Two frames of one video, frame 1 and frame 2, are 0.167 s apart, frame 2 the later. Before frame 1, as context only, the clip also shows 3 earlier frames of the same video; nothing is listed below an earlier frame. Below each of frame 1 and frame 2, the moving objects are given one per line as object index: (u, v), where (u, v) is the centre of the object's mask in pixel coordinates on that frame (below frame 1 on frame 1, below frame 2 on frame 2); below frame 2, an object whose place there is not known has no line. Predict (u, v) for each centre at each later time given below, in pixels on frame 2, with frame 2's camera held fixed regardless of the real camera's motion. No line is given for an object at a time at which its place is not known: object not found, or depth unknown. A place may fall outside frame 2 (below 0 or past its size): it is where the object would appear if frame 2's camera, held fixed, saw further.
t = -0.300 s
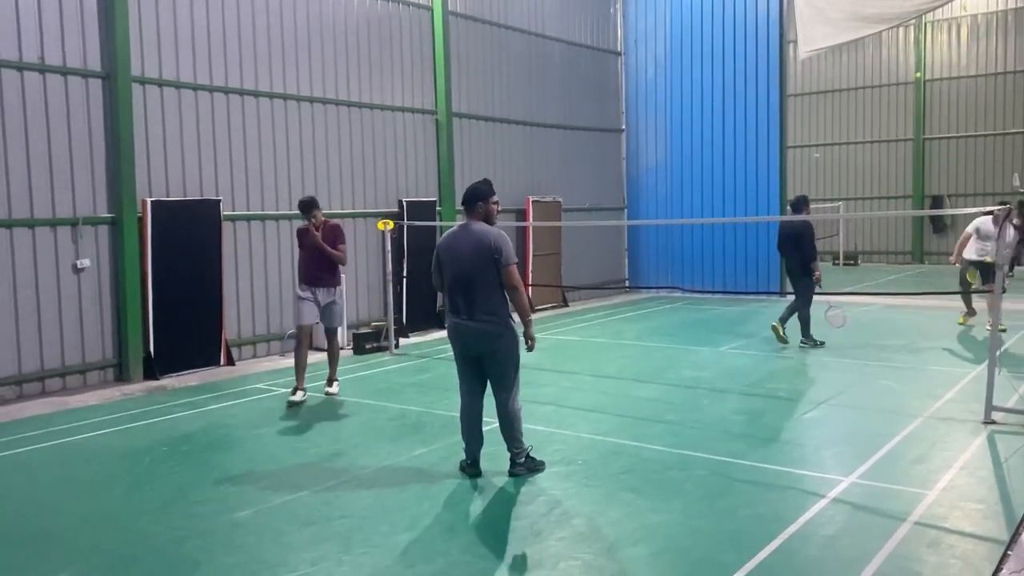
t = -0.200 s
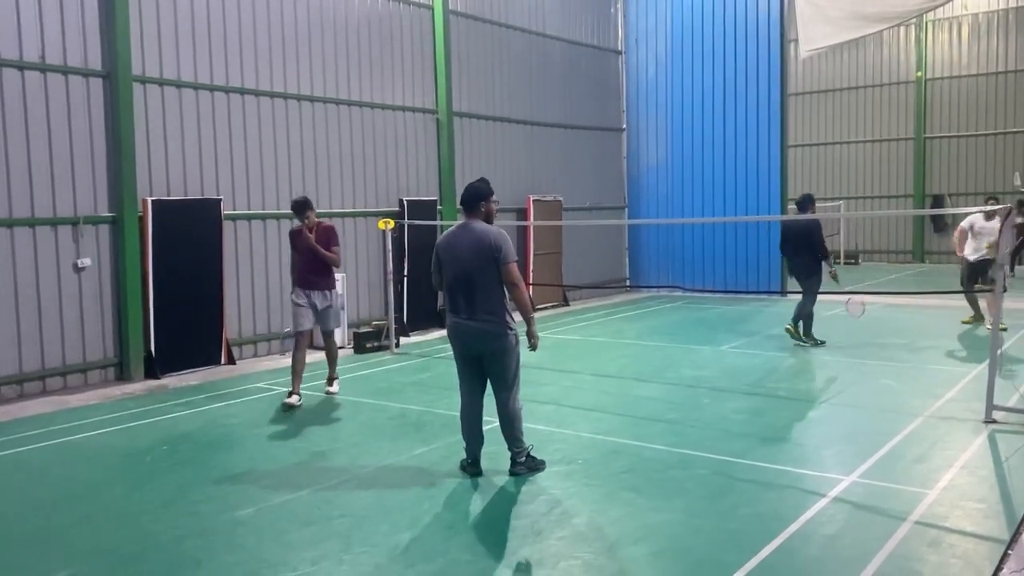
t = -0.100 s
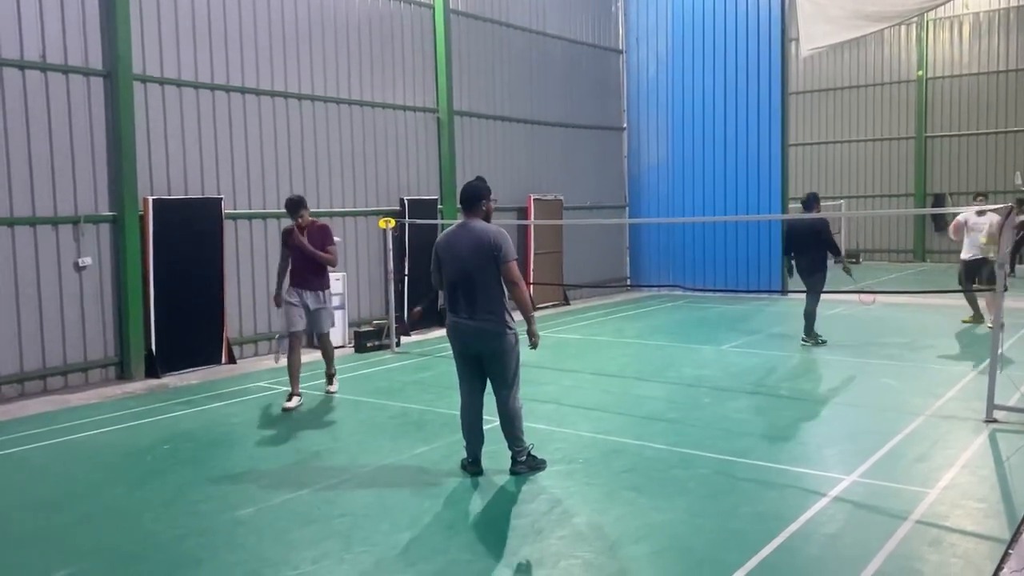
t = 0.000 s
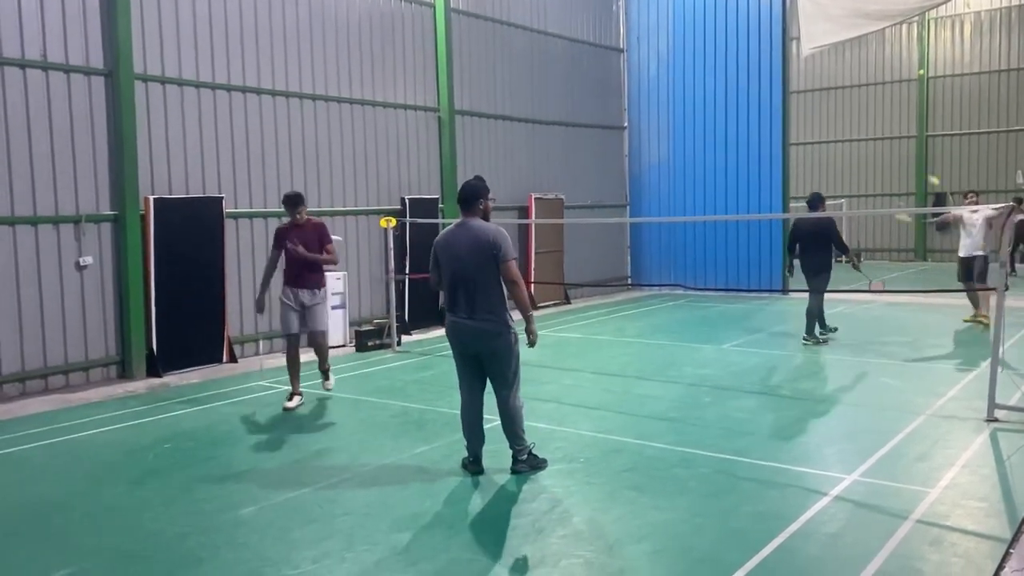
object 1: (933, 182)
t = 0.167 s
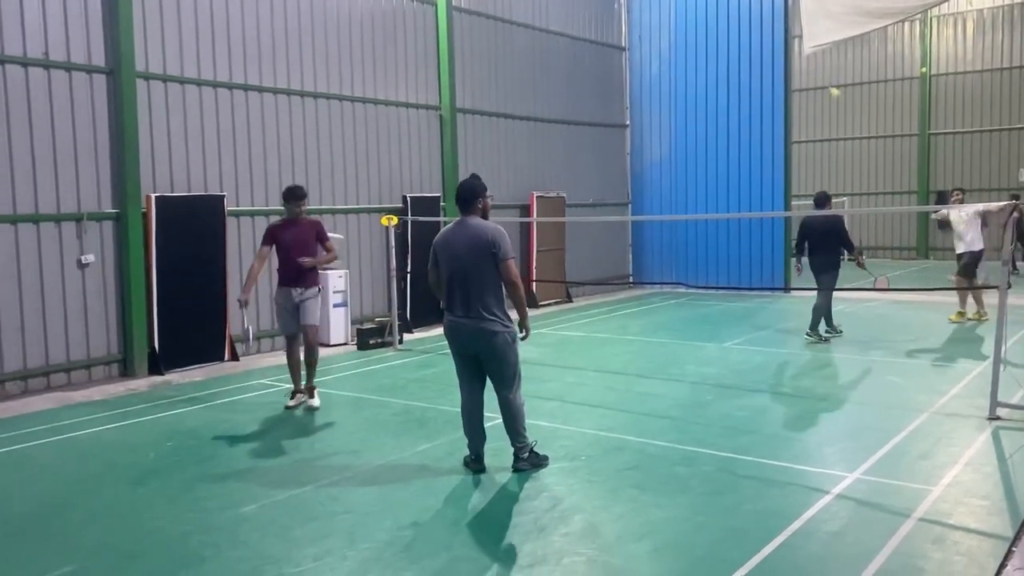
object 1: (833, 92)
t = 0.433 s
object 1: (700, 32)
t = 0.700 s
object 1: (582, 59)
